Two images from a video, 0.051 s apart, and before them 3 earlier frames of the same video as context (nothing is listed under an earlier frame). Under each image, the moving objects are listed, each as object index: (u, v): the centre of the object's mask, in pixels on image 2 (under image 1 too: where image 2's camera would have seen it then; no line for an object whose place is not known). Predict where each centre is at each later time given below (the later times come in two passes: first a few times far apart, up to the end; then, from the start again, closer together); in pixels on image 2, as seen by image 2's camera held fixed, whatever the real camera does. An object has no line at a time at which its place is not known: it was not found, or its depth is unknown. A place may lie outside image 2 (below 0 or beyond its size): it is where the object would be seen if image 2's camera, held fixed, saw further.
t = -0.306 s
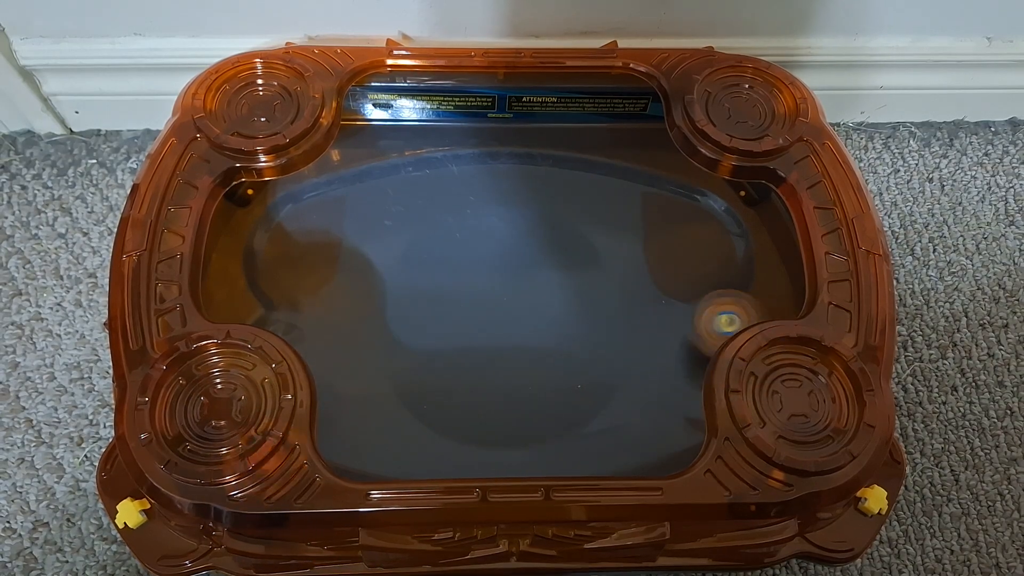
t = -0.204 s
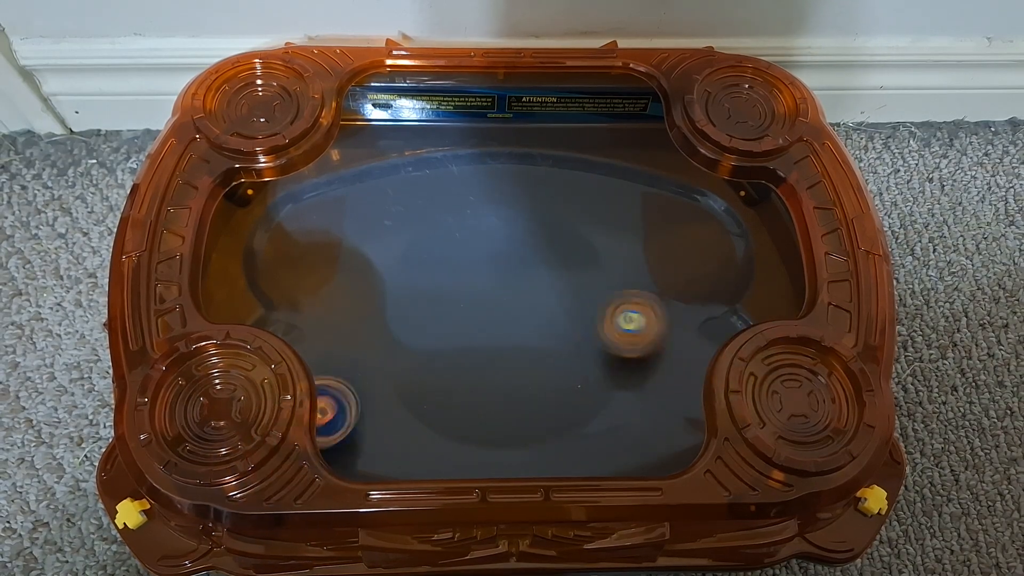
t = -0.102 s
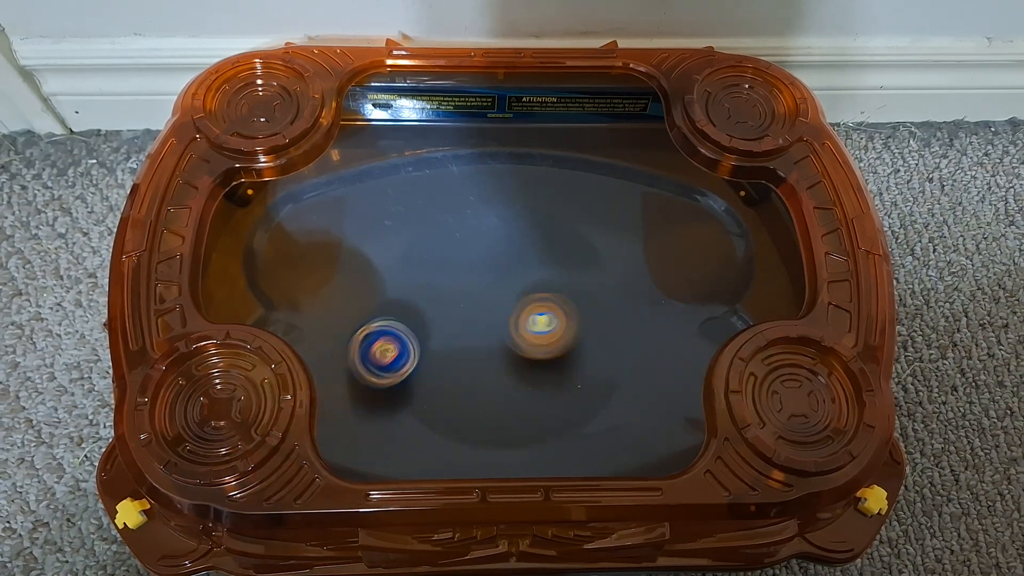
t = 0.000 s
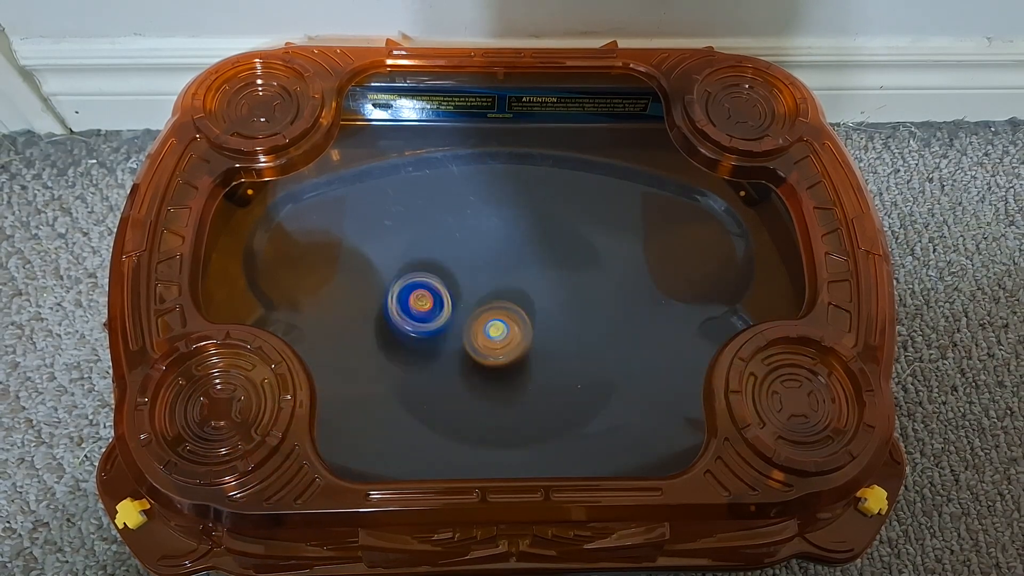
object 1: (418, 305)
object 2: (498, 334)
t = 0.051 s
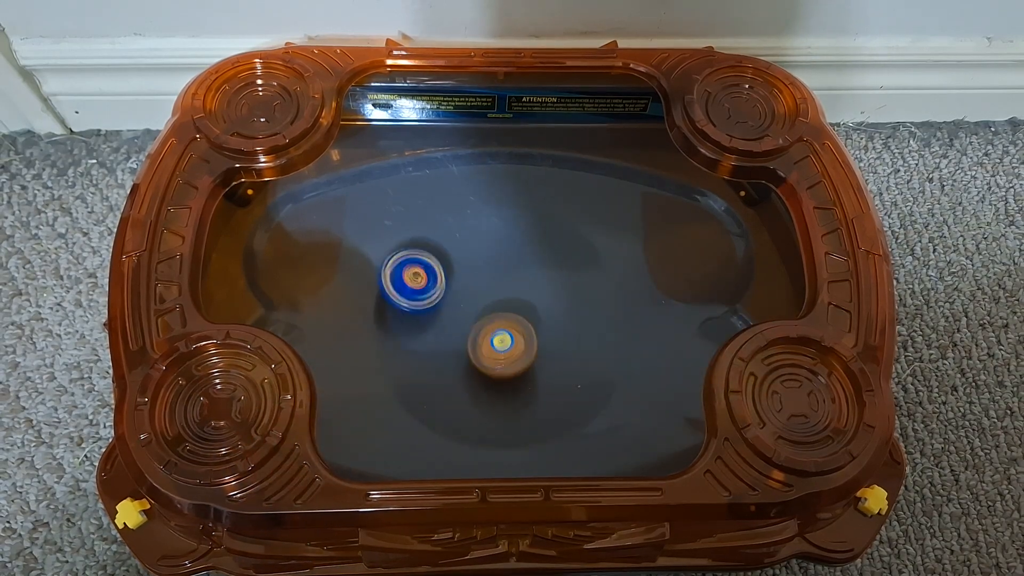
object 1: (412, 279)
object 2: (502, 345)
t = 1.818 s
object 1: (483, 336)
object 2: (568, 326)
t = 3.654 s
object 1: (506, 307)
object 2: (570, 340)
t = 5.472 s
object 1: (441, 329)
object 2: (580, 341)
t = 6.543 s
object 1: (504, 285)
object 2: (497, 356)
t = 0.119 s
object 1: (411, 256)
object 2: (508, 363)
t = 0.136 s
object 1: (411, 253)
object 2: (511, 367)
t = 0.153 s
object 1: (411, 250)
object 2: (513, 371)
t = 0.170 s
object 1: (411, 247)
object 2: (517, 375)
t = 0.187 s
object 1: (411, 245)
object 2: (521, 377)
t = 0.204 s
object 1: (411, 244)
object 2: (525, 379)
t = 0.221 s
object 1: (411, 243)
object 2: (530, 380)
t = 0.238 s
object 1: (411, 243)
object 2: (536, 380)
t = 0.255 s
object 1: (411, 243)
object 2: (541, 379)
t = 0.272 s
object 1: (411, 243)
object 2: (546, 377)
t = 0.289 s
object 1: (411, 244)
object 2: (551, 374)
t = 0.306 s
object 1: (411, 245)
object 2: (555, 370)
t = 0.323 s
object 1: (412, 247)
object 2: (558, 366)
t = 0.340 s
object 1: (412, 248)
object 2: (560, 361)
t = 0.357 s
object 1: (413, 250)
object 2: (563, 355)
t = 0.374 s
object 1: (415, 252)
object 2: (563, 348)
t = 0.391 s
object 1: (417, 254)
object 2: (563, 341)
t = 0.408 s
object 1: (419, 257)
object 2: (563, 335)
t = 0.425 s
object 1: (421, 259)
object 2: (559, 327)
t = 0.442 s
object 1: (424, 261)
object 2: (555, 320)
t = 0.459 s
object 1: (428, 264)
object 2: (551, 315)
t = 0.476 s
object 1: (433, 266)
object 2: (544, 306)
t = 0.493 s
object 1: (438, 269)
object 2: (537, 302)
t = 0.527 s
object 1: (450, 273)
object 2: (521, 290)
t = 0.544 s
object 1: (451, 273)
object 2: (519, 289)
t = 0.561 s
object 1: (445, 270)
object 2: (524, 290)
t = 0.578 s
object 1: (442, 269)
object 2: (527, 290)
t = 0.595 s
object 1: (440, 269)
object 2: (530, 292)
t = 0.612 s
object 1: (438, 269)
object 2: (532, 294)
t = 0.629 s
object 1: (438, 271)
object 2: (534, 296)
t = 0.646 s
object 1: (438, 272)
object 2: (536, 299)
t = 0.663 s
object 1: (439, 274)
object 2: (537, 301)
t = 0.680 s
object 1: (441, 277)
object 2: (538, 302)
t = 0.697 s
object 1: (444, 279)
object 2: (540, 304)
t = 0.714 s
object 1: (447, 282)
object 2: (541, 306)
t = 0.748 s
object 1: (456, 287)
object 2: (543, 308)
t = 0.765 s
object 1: (461, 290)
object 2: (544, 308)
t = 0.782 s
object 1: (467, 293)
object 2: (544, 309)
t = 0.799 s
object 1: (473, 295)
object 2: (544, 310)
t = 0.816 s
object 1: (477, 296)
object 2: (548, 312)
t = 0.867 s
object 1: (482, 294)
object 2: (565, 318)
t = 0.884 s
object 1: (485, 294)
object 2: (570, 319)
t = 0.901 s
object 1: (487, 294)
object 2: (574, 321)
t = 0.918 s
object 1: (490, 293)
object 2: (579, 322)
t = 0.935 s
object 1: (493, 293)
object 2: (582, 321)
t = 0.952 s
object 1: (495, 293)
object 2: (585, 322)
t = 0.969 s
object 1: (498, 293)
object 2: (589, 321)
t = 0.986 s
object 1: (500, 293)
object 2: (590, 320)
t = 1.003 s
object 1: (503, 293)
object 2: (591, 319)
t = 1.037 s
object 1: (508, 293)
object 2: (592, 315)
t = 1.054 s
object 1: (510, 293)
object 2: (592, 314)
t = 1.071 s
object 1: (513, 293)
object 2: (590, 312)
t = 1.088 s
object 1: (515, 293)
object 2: (588, 310)
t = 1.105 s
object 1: (517, 293)
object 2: (586, 308)
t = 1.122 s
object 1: (516, 291)
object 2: (586, 308)
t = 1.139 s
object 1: (512, 289)
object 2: (590, 309)
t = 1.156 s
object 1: (508, 287)
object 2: (592, 309)
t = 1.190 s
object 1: (500, 285)
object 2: (595, 310)
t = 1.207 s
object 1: (496, 285)
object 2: (595, 311)
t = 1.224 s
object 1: (492, 285)
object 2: (596, 311)
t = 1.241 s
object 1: (488, 286)
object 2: (595, 311)
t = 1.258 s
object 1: (484, 287)
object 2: (594, 312)
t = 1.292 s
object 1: (477, 292)
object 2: (589, 314)
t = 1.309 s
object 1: (474, 294)
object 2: (586, 314)
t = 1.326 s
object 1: (472, 297)
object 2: (582, 315)
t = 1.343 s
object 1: (470, 300)
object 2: (579, 317)
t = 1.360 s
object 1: (469, 304)
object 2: (575, 318)
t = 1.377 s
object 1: (469, 307)
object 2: (570, 321)
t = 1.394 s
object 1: (469, 311)
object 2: (565, 323)
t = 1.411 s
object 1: (470, 316)
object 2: (559, 325)
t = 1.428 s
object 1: (471, 320)
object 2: (555, 328)
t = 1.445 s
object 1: (473, 323)
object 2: (550, 331)
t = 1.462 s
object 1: (475, 327)
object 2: (546, 334)
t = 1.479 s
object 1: (474, 329)
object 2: (546, 338)
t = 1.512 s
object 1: (470, 331)
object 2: (552, 346)
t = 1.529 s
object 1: (468, 333)
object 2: (554, 350)
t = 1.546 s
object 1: (467, 335)
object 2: (557, 354)
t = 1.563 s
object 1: (467, 337)
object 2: (560, 356)
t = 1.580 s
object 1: (467, 338)
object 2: (563, 358)
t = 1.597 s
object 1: (467, 339)
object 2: (567, 359)
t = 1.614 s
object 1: (468, 340)
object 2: (570, 360)
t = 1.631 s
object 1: (468, 341)
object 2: (574, 361)
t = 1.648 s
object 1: (470, 341)
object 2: (577, 360)
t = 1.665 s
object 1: (471, 341)
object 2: (580, 359)
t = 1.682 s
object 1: (472, 341)
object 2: (582, 356)
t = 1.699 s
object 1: (473, 341)
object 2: (583, 354)
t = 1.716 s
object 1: (475, 341)
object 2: (585, 351)
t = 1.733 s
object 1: (476, 341)
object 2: (584, 348)
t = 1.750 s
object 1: (477, 340)
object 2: (583, 344)
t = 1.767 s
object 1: (479, 340)
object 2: (581, 339)
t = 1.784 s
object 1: (480, 338)
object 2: (578, 335)
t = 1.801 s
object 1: (482, 337)
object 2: (573, 330)
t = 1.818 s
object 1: (483, 336)
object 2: (568, 326)
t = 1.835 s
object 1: (484, 335)
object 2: (562, 322)
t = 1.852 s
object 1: (485, 333)
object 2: (555, 319)
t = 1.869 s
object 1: (482, 331)
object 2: (554, 316)
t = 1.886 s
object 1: (476, 329)
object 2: (552, 313)
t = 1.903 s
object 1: (472, 328)
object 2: (551, 310)
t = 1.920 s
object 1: (467, 326)
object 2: (548, 308)
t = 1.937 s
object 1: (463, 325)
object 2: (546, 306)
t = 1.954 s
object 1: (458, 324)
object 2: (542, 304)
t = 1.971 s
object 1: (454, 323)
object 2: (539, 303)
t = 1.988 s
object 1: (450, 323)
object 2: (534, 302)
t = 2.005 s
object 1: (445, 323)
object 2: (530, 301)
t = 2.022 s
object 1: (442, 323)
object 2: (525, 301)
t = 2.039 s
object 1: (438, 323)
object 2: (521, 301)
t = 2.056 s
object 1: (434, 324)
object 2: (516, 302)
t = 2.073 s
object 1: (431, 325)
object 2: (511, 303)
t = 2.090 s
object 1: (428, 327)
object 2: (506, 304)
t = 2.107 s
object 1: (427, 329)
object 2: (502, 307)
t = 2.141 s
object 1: (424, 335)
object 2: (493, 311)
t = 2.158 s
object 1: (423, 337)
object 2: (491, 314)
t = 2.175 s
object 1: (416, 341)
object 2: (496, 316)
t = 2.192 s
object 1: (407, 344)
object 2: (506, 316)
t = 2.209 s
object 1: (401, 347)
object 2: (514, 317)
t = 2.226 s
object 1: (395, 350)
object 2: (522, 317)
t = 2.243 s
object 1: (392, 353)
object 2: (529, 318)
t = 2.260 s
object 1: (389, 356)
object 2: (536, 317)
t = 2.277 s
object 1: (387, 359)
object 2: (543, 317)
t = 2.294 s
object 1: (387, 360)
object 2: (548, 315)
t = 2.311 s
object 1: (386, 361)
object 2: (557, 313)
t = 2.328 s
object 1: (387, 360)
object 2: (561, 311)
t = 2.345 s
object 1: (388, 360)
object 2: (567, 308)
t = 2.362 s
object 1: (391, 360)
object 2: (571, 305)
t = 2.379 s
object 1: (393, 360)
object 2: (577, 302)
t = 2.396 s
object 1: (396, 359)
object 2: (579, 299)
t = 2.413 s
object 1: (400, 358)
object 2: (583, 295)
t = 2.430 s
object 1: (405, 357)
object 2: (584, 291)
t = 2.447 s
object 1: (410, 356)
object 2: (586, 286)
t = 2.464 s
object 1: (416, 354)
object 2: (585, 284)
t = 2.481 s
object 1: (421, 351)
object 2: (584, 280)
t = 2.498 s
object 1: (427, 349)
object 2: (583, 278)
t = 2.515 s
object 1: (431, 345)
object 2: (580, 274)
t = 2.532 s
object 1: (436, 342)
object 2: (577, 273)
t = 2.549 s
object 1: (441, 337)
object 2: (572, 272)
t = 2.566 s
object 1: (445, 333)
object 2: (568, 271)
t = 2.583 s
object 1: (448, 328)
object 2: (561, 272)
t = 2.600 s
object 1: (451, 324)
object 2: (555, 273)
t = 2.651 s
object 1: (460, 310)
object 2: (535, 281)
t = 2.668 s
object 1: (462, 306)
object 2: (529, 285)
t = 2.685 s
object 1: (462, 302)
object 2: (528, 292)
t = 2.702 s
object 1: (457, 298)
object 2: (530, 296)
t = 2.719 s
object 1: (454, 293)
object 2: (535, 302)
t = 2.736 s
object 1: (451, 290)
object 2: (539, 307)
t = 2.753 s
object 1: (450, 287)
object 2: (544, 311)
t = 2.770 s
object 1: (449, 283)
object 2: (548, 314)
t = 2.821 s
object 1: (449, 273)
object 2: (560, 323)
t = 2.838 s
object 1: (448, 270)
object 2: (566, 326)
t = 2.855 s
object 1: (448, 267)
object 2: (571, 329)
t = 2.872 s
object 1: (447, 265)
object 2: (578, 330)
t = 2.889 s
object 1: (446, 263)
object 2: (582, 333)
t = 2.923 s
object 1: (444, 260)
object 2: (592, 337)
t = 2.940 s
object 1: (442, 260)
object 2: (595, 338)
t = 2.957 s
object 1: (442, 260)
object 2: (601, 338)
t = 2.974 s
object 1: (440, 262)
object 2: (603, 339)
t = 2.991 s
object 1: (441, 263)
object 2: (605, 338)
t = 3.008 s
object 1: (441, 265)
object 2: (608, 339)
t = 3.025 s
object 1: (442, 268)
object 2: (608, 338)
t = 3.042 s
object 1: (444, 271)
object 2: (610, 337)
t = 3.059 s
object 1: (447, 274)
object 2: (609, 337)
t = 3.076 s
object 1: (450, 278)
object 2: (608, 335)
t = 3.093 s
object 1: (454, 282)
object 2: (608, 334)
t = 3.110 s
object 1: (458, 286)
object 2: (604, 333)
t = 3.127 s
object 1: (463, 288)
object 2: (602, 331)
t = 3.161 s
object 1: (473, 294)
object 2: (594, 329)
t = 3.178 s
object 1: (477, 298)
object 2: (590, 328)
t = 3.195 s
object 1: (483, 299)
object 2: (582, 327)
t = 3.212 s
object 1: (488, 302)
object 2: (576, 326)
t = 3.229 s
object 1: (493, 304)
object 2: (570, 328)
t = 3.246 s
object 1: (497, 306)
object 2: (563, 328)
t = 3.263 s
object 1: (497, 304)
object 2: (562, 332)
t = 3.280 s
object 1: (493, 301)
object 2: (566, 337)
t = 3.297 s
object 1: (491, 298)
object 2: (569, 341)
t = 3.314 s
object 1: (490, 296)
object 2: (571, 347)
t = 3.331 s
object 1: (488, 294)
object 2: (574, 352)
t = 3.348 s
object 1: (488, 294)
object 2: (578, 355)
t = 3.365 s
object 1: (487, 294)
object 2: (581, 359)
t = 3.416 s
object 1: (487, 295)
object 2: (590, 366)
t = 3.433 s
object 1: (487, 297)
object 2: (593, 365)
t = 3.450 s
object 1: (488, 297)
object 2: (595, 366)
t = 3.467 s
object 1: (488, 298)
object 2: (596, 365)
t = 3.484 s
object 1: (489, 299)
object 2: (598, 364)
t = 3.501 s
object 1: (490, 301)
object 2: (598, 363)
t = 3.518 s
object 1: (491, 301)
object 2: (597, 360)
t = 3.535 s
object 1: (493, 304)
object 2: (597, 358)
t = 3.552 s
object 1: (493, 305)
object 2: (595, 356)
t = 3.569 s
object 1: (496, 306)
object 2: (592, 352)
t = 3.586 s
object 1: (498, 307)
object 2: (589, 348)
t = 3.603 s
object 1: (501, 309)
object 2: (584, 347)
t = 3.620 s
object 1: (504, 310)
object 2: (578, 342)
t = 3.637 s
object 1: (507, 310)
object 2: (573, 339)
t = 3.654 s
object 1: (506, 307)
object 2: (570, 340)
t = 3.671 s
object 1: (501, 303)
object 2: (571, 340)
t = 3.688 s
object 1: (498, 299)
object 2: (571, 343)
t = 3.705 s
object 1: (494, 297)
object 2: (570, 343)
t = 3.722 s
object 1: (490, 293)
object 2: (570, 344)
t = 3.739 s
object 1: (488, 292)
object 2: (570, 345)
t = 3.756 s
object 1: (483, 289)
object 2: (569, 346)
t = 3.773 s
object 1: (480, 288)
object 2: (568, 346)
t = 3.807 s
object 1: (472, 285)
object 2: (564, 347)
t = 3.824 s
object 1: (468, 285)
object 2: (561, 346)
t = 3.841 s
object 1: (465, 283)
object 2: (560, 347)
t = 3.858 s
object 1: (461, 282)
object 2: (555, 346)
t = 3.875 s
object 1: (457, 281)
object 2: (552, 344)
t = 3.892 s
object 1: (454, 281)
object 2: (550, 344)
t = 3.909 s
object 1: (449, 282)
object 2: (544, 342)
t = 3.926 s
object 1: (446, 282)
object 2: (540, 341)
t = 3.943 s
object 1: (443, 285)
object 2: (536, 341)
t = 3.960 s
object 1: (440, 285)
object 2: (529, 340)
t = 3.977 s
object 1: (438, 288)
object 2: (524, 339)
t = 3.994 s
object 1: (435, 290)
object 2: (521, 338)
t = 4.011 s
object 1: (434, 293)
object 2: (514, 338)
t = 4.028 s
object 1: (433, 297)
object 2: (509, 336)
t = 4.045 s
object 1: (434, 300)
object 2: (505, 336)
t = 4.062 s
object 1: (436, 305)
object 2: (499, 336)
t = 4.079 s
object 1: (434, 304)
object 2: (497, 339)
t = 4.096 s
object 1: (431, 304)
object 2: (498, 341)
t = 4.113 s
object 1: (429, 304)
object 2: (497, 344)
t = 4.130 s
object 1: (427, 304)
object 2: (497, 346)
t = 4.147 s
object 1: (425, 305)
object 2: (498, 347)
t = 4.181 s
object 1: (424, 306)
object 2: (499, 351)
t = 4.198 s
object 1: (423, 306)
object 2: (500, 352)
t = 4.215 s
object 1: (425, 307)
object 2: (502, 352)
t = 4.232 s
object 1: (425, 308)
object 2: (503, 352)
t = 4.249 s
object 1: (427, 309)
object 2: (504, 351)
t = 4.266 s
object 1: (430, 311)
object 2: (505, 350)
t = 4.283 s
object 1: (432, 311)
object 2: (507, 349)
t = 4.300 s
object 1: (436, 312)
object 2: (508, 347)
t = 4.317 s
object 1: (439, 313)
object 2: (509, 345)
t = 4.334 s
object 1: (443, 313)
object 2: (510, 344)
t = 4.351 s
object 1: (447, 313)
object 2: (511, 341)
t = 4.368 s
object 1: (449, 312)
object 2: (512, 341)
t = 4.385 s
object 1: (451, 310)
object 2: (519, 340)
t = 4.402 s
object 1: (452, 307)
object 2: (524, 341)
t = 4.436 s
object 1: (457, 301)
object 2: (537, 340)
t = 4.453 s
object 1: (459, 299)
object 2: (542, 340)
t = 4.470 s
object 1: (461, 295)
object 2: (547, 338)
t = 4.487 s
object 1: (463, 293)
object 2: (553, 337)
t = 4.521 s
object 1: (466, 288)
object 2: (560, 332)
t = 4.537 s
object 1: (468, 286)
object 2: (565, 329)
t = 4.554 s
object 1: (469, 283)
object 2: (568, 326)
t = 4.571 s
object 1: (471, 282)
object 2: (569, 323)
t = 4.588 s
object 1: (472, 279)
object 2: (571, 319)
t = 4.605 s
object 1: (474, 278)
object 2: (572, 315)
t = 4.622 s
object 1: (475, 276)
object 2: (572, 313)
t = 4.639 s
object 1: (476, 275)
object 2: (571, 309)
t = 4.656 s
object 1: (478, 274)
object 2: (570, 305)
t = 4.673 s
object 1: (478, 274)
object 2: (569, 302)
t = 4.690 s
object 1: (479, 274)
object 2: (566, 299)
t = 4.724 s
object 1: (481, 276)
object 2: (559, 293)
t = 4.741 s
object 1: (483, 277)
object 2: (554, 292)
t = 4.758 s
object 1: (482, 277)
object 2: (552, 291)
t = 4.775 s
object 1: (478, 275)
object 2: (554, 294)
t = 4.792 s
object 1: (474, 275)
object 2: (555, 294)
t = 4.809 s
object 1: (471, 275)
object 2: (558, 297)
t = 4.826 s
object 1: (467, 276)
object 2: (559, 299)
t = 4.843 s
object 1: (464, 278)
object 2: (561, 300)
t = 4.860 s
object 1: (462, 281)
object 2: (562, 302)
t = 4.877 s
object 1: (459, 283)
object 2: (562, 304)
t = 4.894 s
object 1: (458, 286)
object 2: (563, 305)
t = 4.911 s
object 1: (457, 290)
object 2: (563, 307)
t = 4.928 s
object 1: (457, 293)
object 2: (563, 309)
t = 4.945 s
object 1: (457, 296)
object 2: (563, 312)
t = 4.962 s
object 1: (458, 300)
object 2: (562, 315)
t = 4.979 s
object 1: (459, 304)
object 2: (562, 317)
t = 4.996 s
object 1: (460, 307)
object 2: (560, 319)
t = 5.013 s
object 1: (462, 309)
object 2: (559, 321)
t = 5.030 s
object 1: (464, 313)
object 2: (557, 323)
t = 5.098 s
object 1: (473, 325)
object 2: (550, 332)
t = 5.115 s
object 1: (476, 327)
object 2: (548, 335)
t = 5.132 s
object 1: (477, 329)
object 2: (547, 338)
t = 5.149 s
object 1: (474, 327)
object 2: (551, 344)
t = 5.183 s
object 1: (465, 325)
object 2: (561, 352)
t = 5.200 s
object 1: (463, 324)
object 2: (566, 354)
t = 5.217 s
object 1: (461, 324)
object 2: (569, 357)
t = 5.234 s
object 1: (459, 324)
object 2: (573, 358)
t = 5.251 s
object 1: (456, 323)
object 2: (576, 359)
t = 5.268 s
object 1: (454, 325)
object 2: (581, 360)
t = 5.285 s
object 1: (452, 325)
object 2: (584, 361)
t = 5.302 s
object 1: (449, 324)
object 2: (587, 361)
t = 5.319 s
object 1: (447, 325)
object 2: (590, 361)
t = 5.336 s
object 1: (445, 325)
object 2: (591, 360)
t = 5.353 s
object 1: (442, 326)
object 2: (591, 359)
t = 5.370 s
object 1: (441, 326)
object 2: (592, 357)
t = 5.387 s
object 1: (440, 326)
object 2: (592, 355)
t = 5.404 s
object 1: (439, 327)
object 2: (591, 352)
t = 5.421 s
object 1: (439, 328)
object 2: (591, 351)
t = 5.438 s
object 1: (440, 329)
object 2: (588, 347)
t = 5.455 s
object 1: (440, 329)
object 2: (584, 345)
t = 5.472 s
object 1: (441, 329)
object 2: (580, 341)
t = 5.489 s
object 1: (443, 329)
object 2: (576, 339)
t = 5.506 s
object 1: (444, 329)
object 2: (570, 336)
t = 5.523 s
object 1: (446, 330)
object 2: (564, 332)
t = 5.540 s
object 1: (449, 328)
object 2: (559, 329)
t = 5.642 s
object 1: (462, 324)
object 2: (530, 315)
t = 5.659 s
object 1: (463, 323)
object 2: (528, 313)
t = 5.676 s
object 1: (465, 322)
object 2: (527, 311)
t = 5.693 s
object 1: (464, 320)
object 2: (527, 310)
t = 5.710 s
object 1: (459, 317)
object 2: (535, 310)
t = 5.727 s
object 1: (456, 314)
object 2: (539, 310)
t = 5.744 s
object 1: (453, 312)
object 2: (543, 309)
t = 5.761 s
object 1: (451, 310)
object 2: (547, 309)
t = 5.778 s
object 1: (451, 308)
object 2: (549, 309)
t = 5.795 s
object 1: (451, 307)
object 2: (552, 310)
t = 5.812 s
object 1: (450, 306)
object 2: (552, 311)
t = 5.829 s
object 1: (450, 304)
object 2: (553, 311)
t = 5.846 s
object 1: (451, 303)
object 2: (554, 312)
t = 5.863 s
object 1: (451, 303)
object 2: (554, 312)
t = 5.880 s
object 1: (451, 300)
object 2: (556, 313)
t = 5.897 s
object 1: (452, 299)
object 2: (555, 314)
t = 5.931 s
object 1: (454, 297)
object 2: (556, 315)
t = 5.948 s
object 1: (456, 296)
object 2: (556, 316)
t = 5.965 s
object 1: (457, 295)
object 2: (556, 318)
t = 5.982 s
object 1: (459, 294)
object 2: (554, 321)
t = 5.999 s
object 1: (460, 294)
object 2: (551, 322)
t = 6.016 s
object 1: (462, 293)
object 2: (550, 324)
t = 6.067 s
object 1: (468, 292)
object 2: (541, 328)
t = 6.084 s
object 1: (470, 291)
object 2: (536, 328)
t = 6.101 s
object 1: (473, 291)
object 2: (532, 328)
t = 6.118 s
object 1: (475, 291)
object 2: (532, 330)
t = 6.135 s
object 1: (474, 288)
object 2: (532, 333)
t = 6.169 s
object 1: (475, 284)
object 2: (532, 338)
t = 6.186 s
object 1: (476, 283)
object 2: (532, 340)
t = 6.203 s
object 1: (477, 282)
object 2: (530, 340)
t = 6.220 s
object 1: (478, 281)
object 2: (528, 340)
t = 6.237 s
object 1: (480, 280)
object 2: (527, 339)
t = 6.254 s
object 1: (481, 281)
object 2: (525, 338)
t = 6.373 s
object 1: (491, 277)
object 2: (507, 349)
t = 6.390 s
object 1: (492, 277)
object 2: (506, 351)
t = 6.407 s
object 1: (493, 277)
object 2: (505, 354)
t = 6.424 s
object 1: (494, 276)
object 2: (504, 356)
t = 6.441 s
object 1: (496, 277)
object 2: (503, 357)
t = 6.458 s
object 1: (497, 278)
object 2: (503, 358)
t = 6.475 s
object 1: (499, 280)
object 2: (503, 359)
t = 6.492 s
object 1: (499, 280)
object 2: (502, 361)
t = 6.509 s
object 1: (500, 282)
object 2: (500, 360)
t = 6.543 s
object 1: (504, 285)
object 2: (497, 356)
